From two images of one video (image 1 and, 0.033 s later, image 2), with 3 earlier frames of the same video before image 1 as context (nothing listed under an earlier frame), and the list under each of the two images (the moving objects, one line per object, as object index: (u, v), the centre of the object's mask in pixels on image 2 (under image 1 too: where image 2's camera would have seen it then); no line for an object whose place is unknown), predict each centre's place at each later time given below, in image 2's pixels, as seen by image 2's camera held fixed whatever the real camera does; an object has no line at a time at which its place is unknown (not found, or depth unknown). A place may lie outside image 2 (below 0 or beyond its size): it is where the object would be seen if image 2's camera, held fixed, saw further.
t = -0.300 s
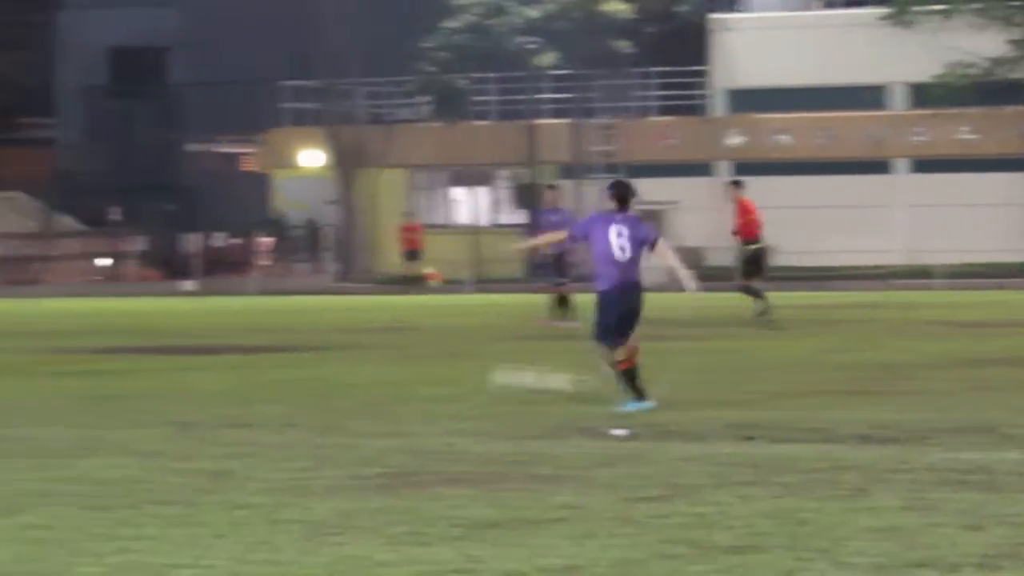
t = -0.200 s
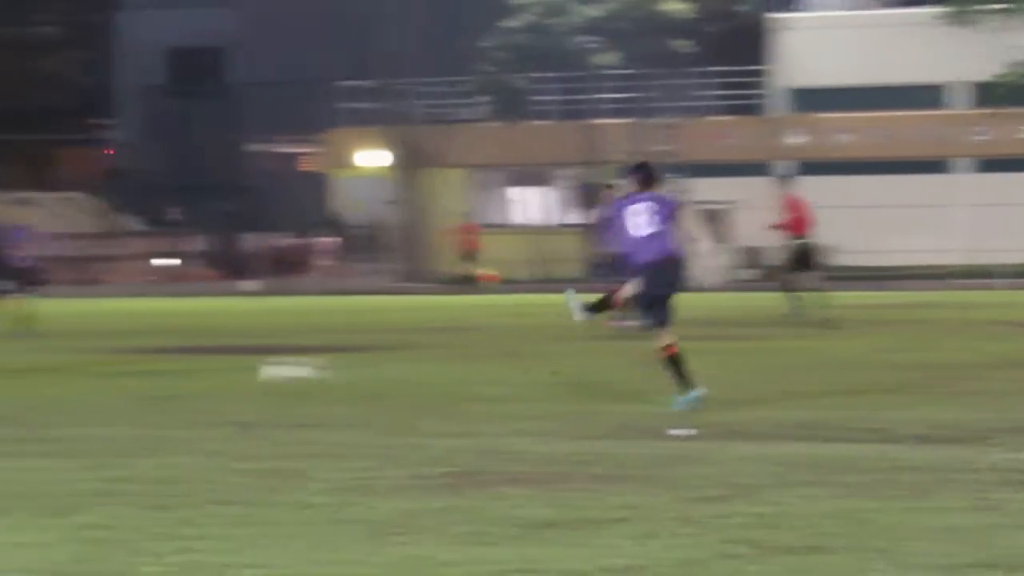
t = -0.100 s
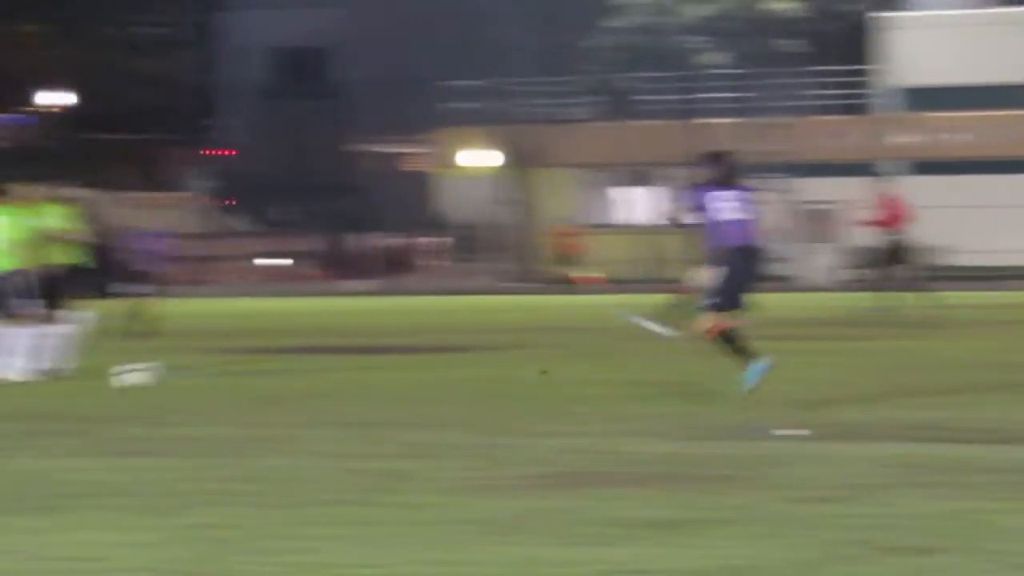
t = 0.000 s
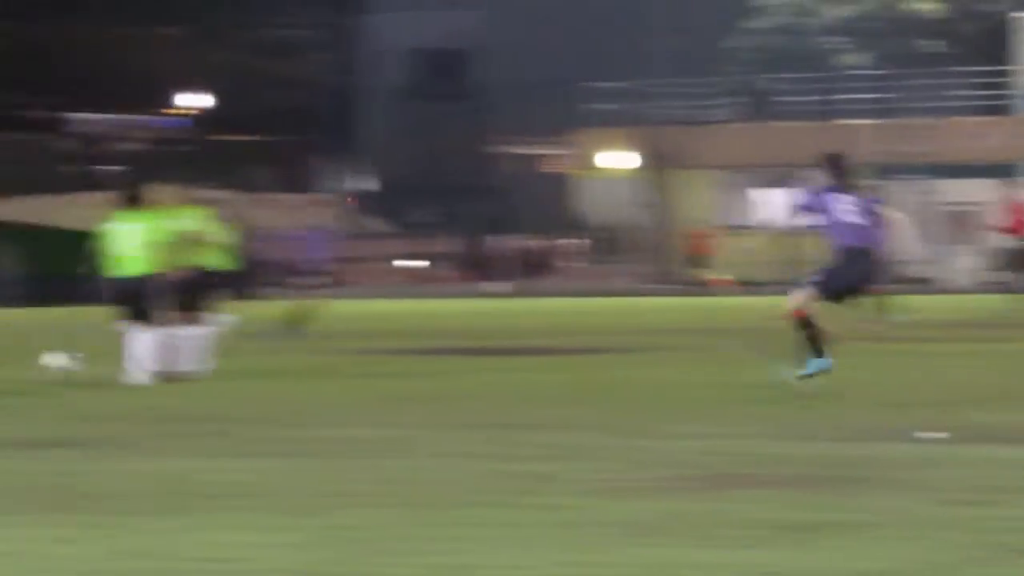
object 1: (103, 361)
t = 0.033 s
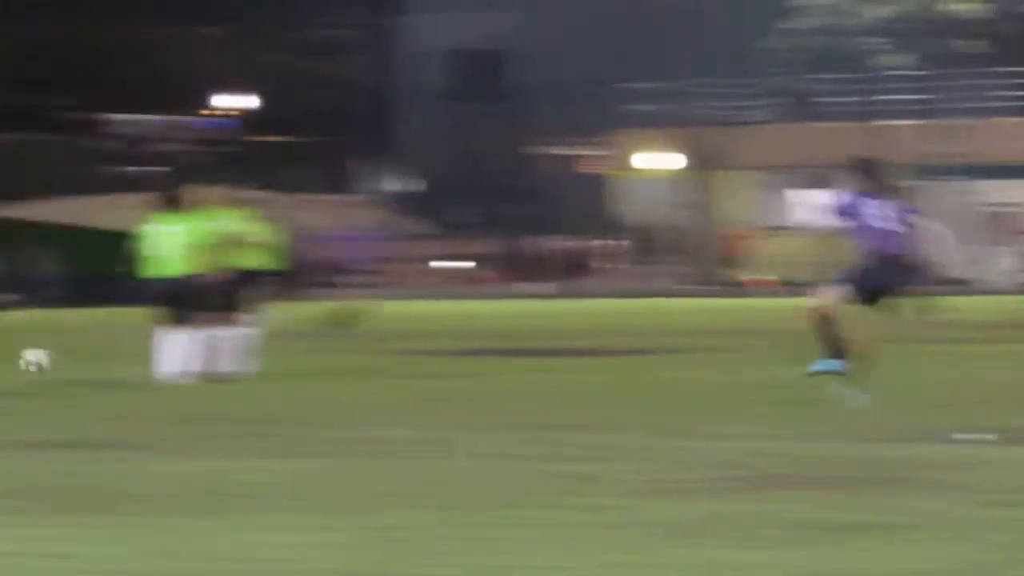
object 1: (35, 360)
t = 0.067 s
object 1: (-20, 358)
